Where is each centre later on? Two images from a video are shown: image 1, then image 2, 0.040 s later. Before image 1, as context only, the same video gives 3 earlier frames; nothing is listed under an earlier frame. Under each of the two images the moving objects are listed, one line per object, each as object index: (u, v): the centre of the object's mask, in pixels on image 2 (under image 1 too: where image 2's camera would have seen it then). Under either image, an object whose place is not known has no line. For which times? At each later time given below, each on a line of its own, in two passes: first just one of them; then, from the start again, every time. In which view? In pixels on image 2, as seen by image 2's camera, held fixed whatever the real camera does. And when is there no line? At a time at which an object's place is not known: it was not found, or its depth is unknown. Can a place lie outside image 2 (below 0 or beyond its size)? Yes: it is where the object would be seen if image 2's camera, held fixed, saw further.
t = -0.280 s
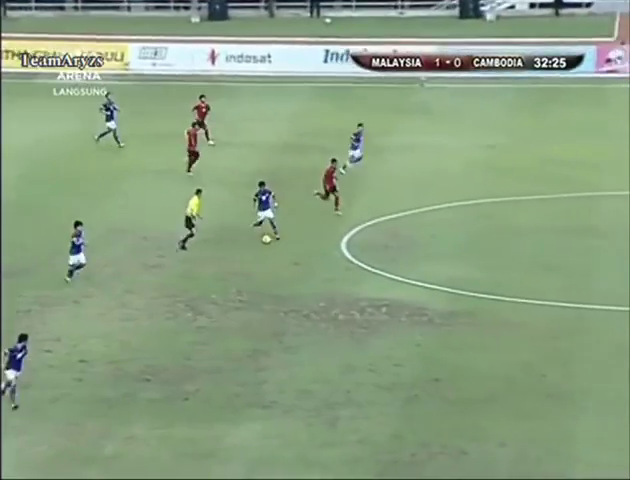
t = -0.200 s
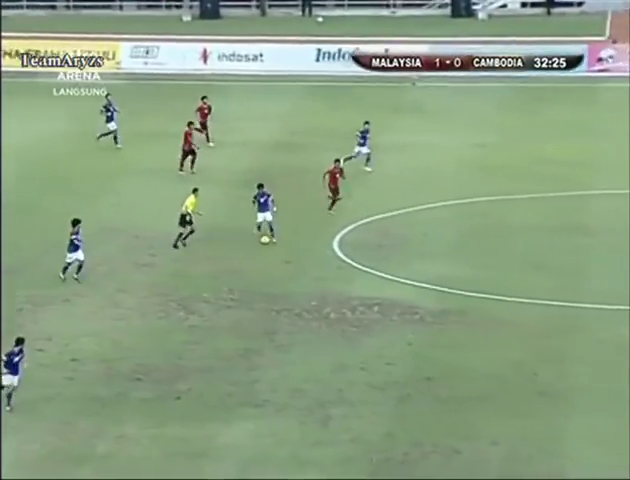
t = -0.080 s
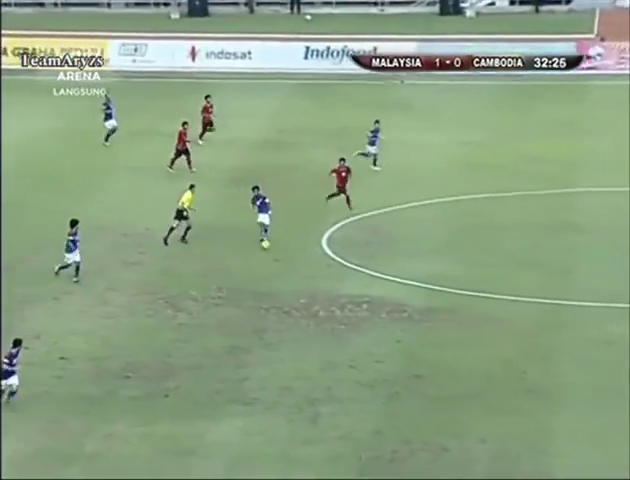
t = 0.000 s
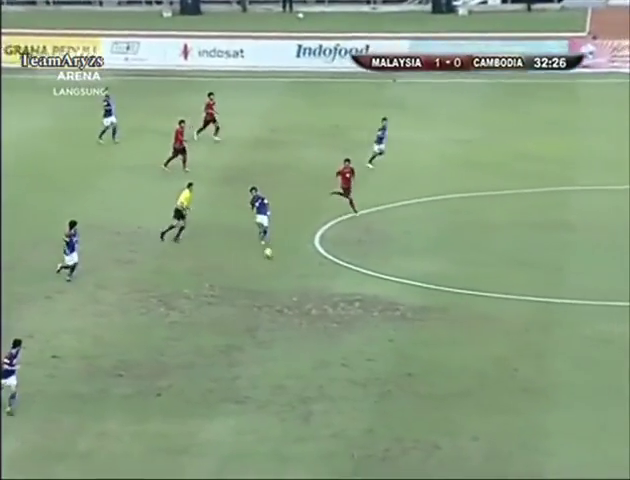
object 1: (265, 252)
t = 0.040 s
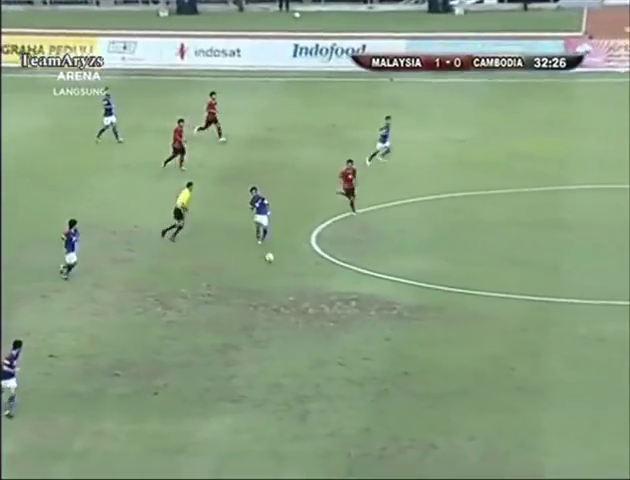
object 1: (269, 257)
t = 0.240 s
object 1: (296, 281)
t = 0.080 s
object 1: (275, 263)
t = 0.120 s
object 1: (280, 266)
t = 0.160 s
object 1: (285, 270)
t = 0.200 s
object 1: (290, 275)
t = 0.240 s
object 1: (296, 281)
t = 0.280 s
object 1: (301, 288)
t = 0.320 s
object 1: (307, 291)
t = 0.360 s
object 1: (313, 292)
